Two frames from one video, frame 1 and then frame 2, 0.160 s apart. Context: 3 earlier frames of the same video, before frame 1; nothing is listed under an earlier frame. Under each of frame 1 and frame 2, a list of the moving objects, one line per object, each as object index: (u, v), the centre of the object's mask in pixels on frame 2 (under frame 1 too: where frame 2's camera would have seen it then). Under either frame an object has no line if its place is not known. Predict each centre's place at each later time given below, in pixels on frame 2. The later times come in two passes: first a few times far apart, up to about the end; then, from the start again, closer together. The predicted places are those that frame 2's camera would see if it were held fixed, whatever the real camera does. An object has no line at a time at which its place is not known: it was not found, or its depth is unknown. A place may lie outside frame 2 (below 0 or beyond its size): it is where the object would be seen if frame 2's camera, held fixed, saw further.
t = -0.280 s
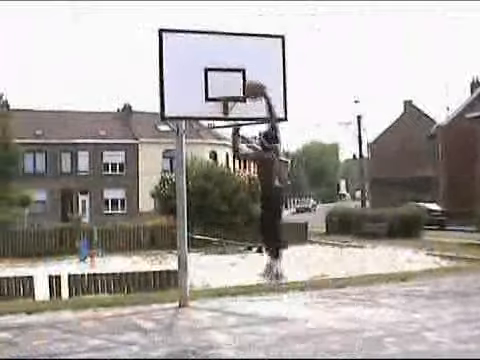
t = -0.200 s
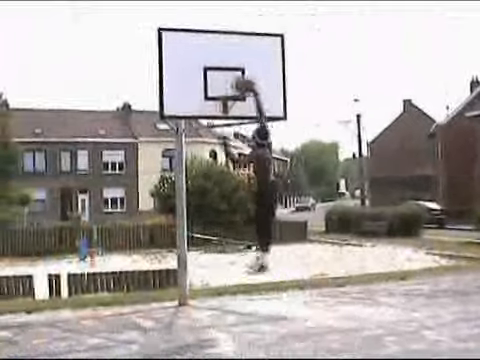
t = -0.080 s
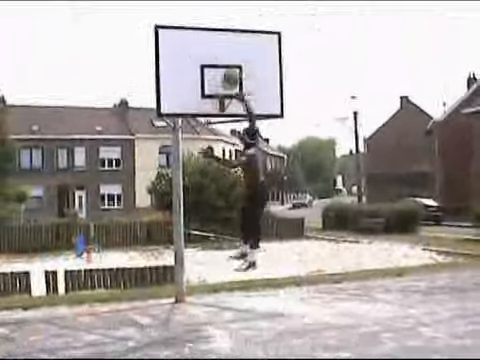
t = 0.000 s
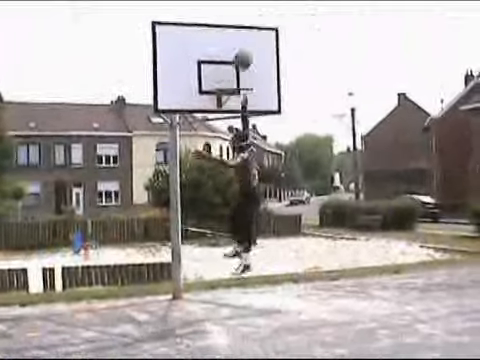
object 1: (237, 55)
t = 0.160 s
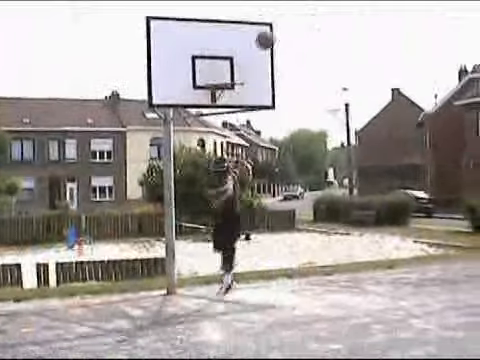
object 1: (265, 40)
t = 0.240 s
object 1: (281, 39)
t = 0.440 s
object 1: (318, 60)
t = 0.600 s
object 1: (350, 99)
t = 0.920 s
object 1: (410, 243)
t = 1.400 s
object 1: (447, 169)
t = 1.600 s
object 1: (452, 141)
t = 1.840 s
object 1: (462, 146)
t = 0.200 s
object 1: (273, 39)
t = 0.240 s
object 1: (281, 39)
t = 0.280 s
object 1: (288, 41)
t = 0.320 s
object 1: (295, 44)
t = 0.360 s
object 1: (302, 48)
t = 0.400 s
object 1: (310, 53)
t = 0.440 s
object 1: (318, 60)
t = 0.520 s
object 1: (334, 76)
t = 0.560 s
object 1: (342, 88)
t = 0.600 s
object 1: (350, 99)
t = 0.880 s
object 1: (406, 221)
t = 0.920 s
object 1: (410, 243)
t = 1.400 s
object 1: (447, 169)
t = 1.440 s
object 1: (448, 159)
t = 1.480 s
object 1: (449, 151)
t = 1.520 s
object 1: (450, 150)
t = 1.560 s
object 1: (452, 143)
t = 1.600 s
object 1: (452, 141)
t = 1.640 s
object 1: (454, 139)
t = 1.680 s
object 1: (454, 141)
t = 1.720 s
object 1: (457, 138)
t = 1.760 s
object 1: (458, 139)
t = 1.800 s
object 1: (460, 141)
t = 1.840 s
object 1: (462, 146)
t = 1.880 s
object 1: (469, 149)
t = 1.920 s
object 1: (472, 157)
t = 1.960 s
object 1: (473, 163)
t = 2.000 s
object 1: (475, 170)
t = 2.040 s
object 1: (476, 183)
